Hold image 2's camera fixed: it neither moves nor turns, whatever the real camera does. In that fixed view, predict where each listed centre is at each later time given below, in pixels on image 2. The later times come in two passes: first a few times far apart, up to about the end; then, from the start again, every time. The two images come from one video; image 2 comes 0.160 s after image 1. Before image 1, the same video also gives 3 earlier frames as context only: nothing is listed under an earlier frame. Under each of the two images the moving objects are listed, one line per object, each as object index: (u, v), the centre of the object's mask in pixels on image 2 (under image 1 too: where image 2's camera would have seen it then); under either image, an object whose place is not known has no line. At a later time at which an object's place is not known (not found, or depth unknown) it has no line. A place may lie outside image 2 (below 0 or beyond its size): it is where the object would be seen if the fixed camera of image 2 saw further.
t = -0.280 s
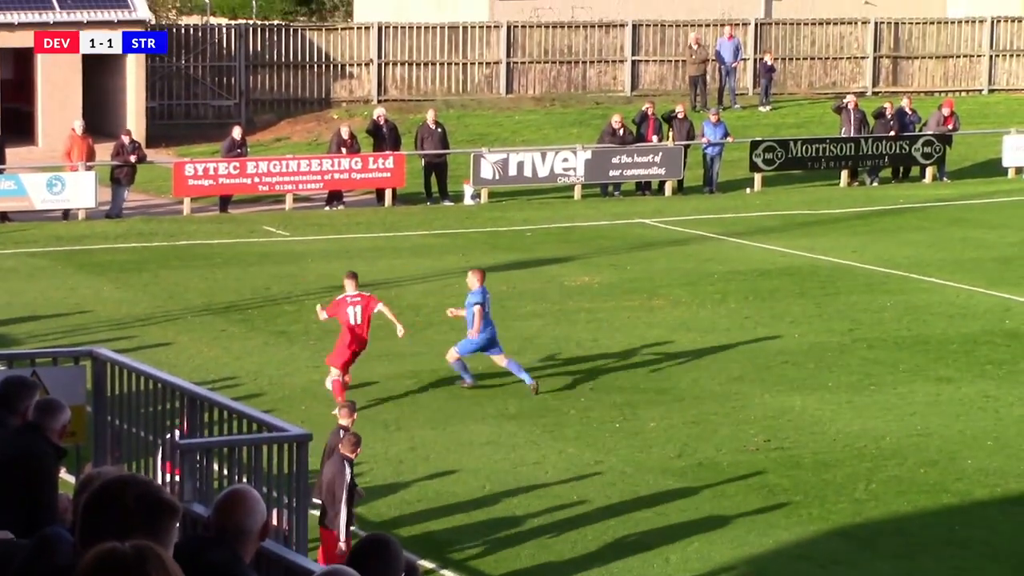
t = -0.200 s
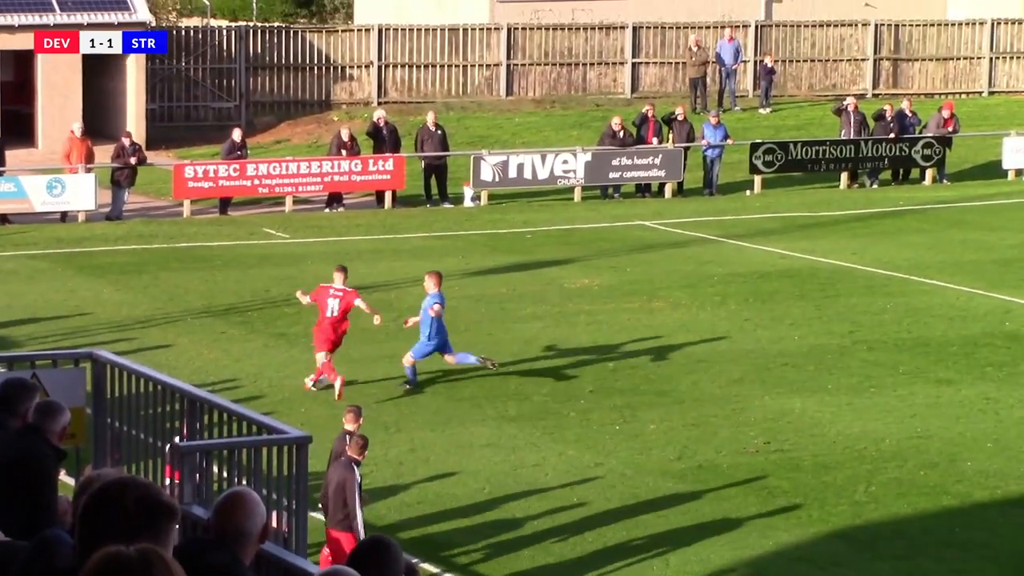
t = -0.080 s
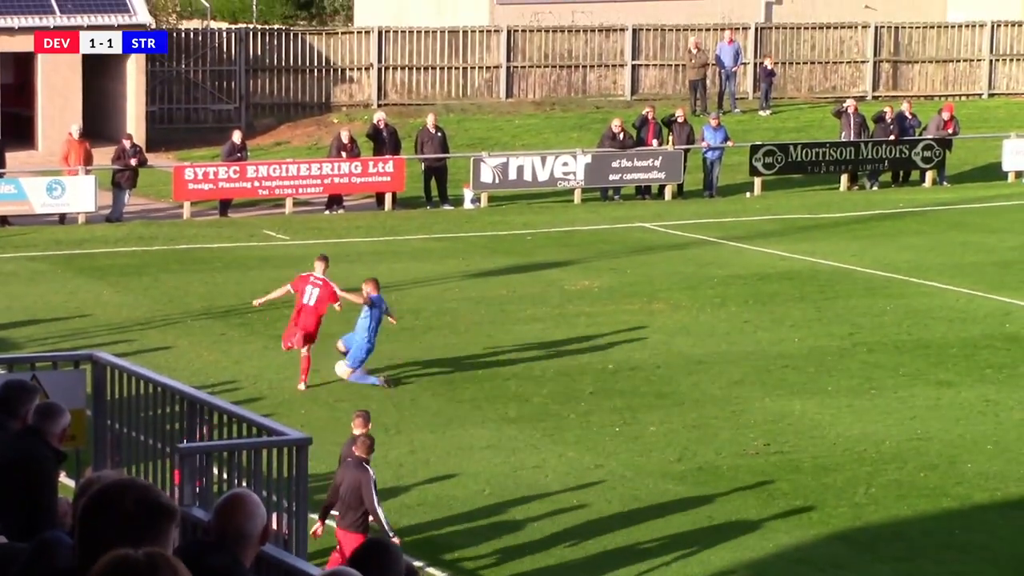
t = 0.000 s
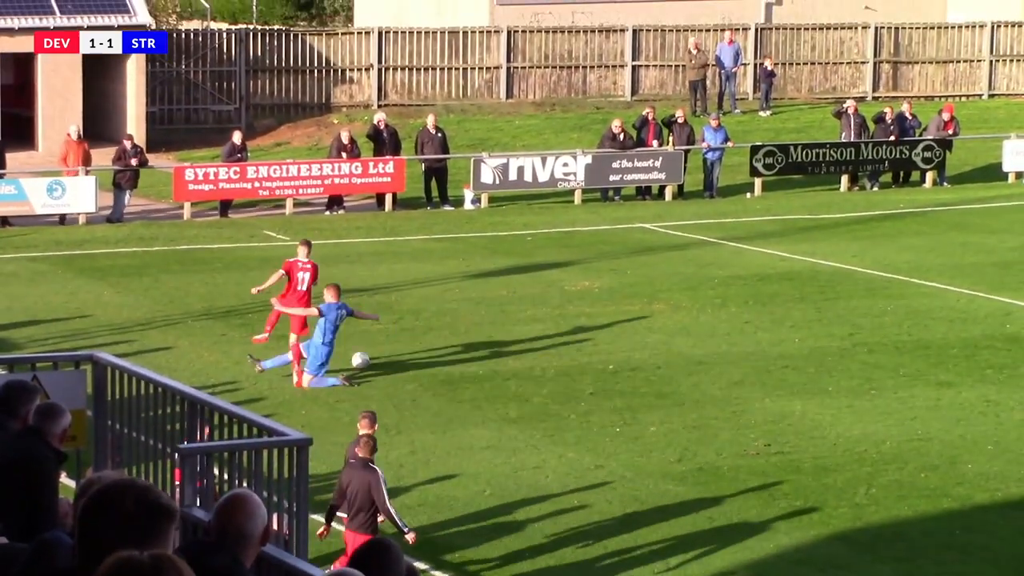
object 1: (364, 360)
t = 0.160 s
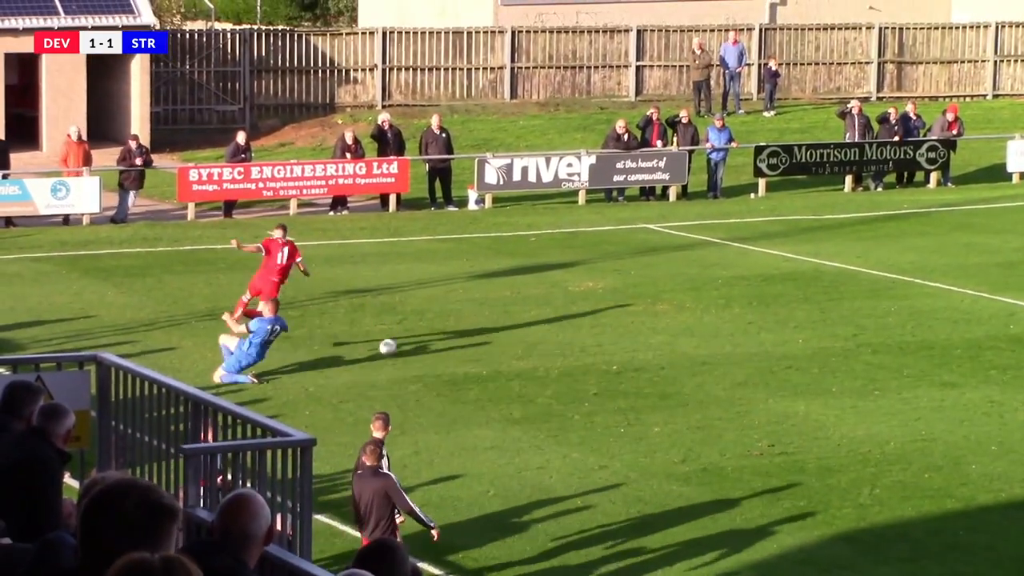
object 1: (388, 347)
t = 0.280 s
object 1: (400, 338)
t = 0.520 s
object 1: (418, 323)
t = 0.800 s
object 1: (435, 308)
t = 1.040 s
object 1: (447, 298)
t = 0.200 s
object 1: (392, 344)
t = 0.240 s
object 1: (395, 341)
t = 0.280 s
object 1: (400, 338)
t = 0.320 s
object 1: (403, 336)
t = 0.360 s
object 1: (407, 333)
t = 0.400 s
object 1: (409, 331)
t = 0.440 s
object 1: (412, 328)
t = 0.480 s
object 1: (414, 326)
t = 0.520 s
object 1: (418, 323)
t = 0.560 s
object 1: (420, 321)
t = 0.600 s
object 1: (423, 319)
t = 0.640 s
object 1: (425, 317)
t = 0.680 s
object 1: (428, 315)
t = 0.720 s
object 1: (431, 312)
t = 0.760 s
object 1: (433, 310)
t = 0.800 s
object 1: (435, 308)
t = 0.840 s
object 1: (438, 305)
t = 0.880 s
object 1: (440, 304)
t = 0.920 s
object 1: (442, 302)
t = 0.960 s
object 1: (444, 300)
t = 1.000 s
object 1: (447, 298)
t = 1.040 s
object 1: (447, 298)
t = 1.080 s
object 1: (450, 295)
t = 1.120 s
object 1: (451, 293)
